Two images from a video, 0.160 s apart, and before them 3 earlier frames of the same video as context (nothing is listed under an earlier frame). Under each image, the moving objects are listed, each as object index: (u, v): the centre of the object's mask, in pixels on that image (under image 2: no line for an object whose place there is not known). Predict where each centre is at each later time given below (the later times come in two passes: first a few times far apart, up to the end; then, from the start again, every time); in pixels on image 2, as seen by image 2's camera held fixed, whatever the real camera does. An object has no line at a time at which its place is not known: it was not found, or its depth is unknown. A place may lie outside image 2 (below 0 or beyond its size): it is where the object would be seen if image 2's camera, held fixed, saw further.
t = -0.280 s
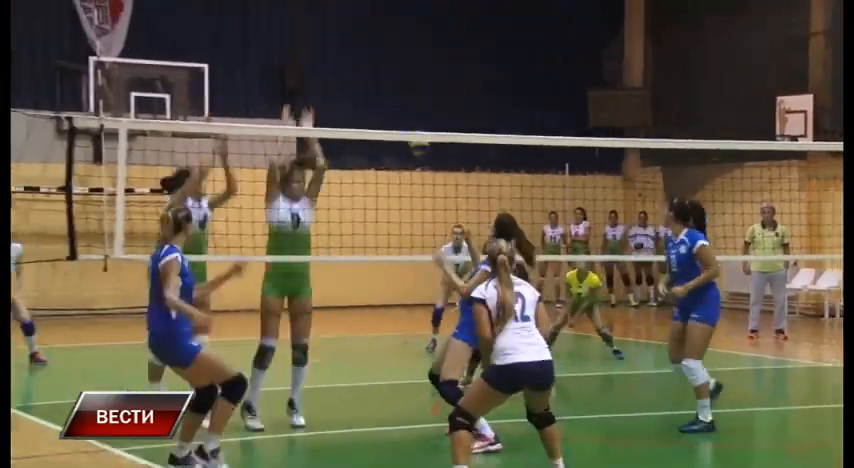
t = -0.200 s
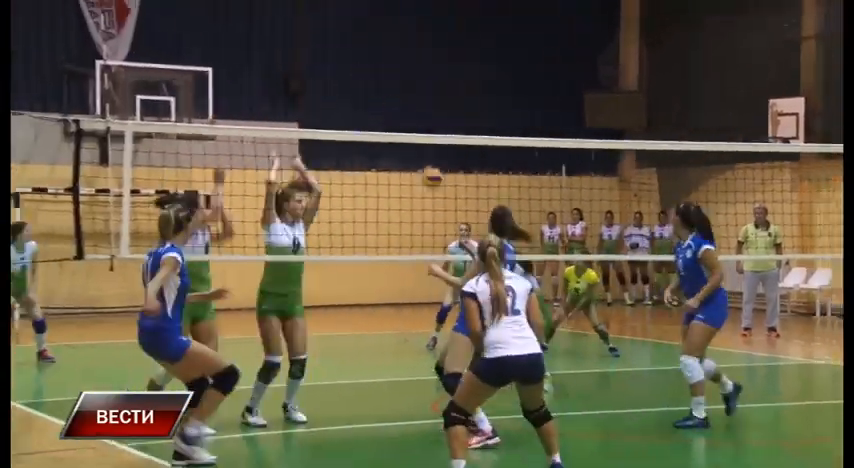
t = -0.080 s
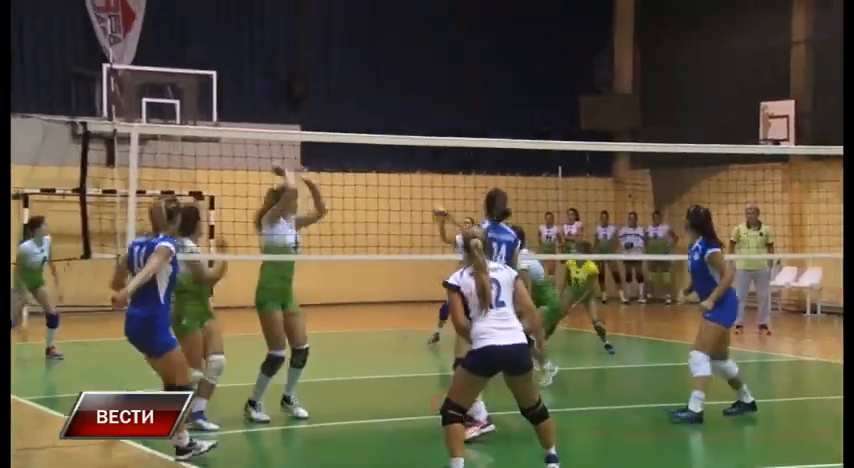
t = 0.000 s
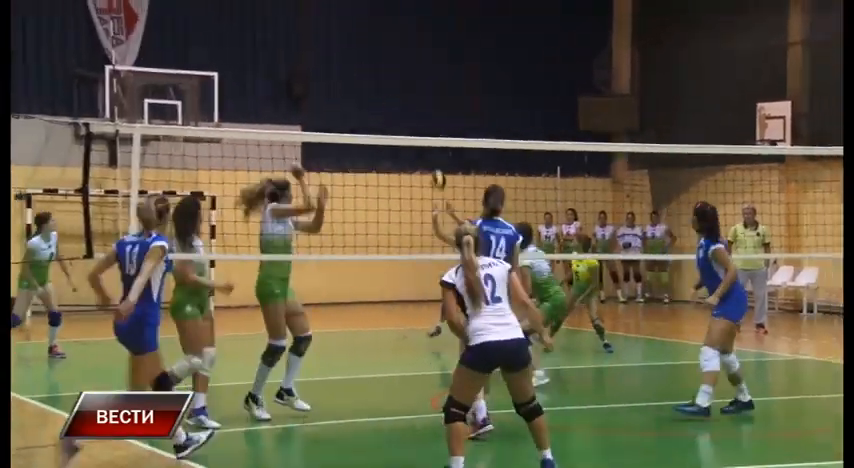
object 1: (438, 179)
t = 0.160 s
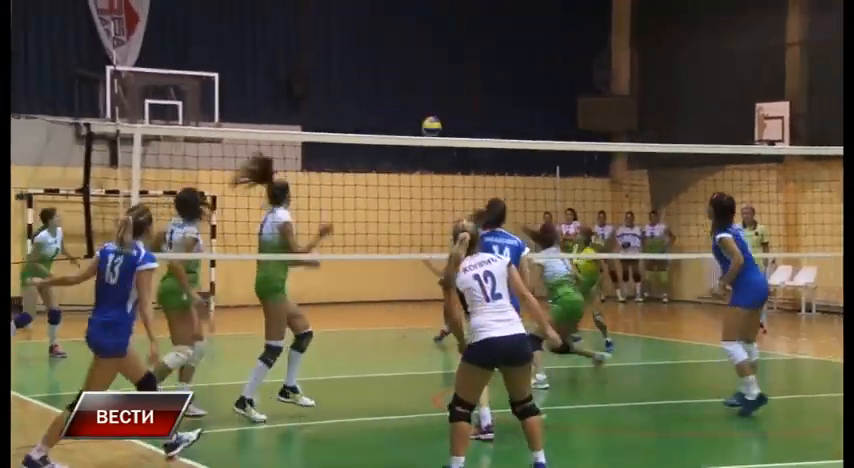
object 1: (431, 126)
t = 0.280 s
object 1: (426, 98)
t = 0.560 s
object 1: (413, 79)
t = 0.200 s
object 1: (429, 116)
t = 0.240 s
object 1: (427, 106)
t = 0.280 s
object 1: (426, 98)
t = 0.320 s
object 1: (425, 91)
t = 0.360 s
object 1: (422, 85)
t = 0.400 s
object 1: (421, 81)
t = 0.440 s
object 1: (420, 78)
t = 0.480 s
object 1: (418, 77)
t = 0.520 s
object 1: (416, 77)
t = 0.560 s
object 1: (413, 79)
